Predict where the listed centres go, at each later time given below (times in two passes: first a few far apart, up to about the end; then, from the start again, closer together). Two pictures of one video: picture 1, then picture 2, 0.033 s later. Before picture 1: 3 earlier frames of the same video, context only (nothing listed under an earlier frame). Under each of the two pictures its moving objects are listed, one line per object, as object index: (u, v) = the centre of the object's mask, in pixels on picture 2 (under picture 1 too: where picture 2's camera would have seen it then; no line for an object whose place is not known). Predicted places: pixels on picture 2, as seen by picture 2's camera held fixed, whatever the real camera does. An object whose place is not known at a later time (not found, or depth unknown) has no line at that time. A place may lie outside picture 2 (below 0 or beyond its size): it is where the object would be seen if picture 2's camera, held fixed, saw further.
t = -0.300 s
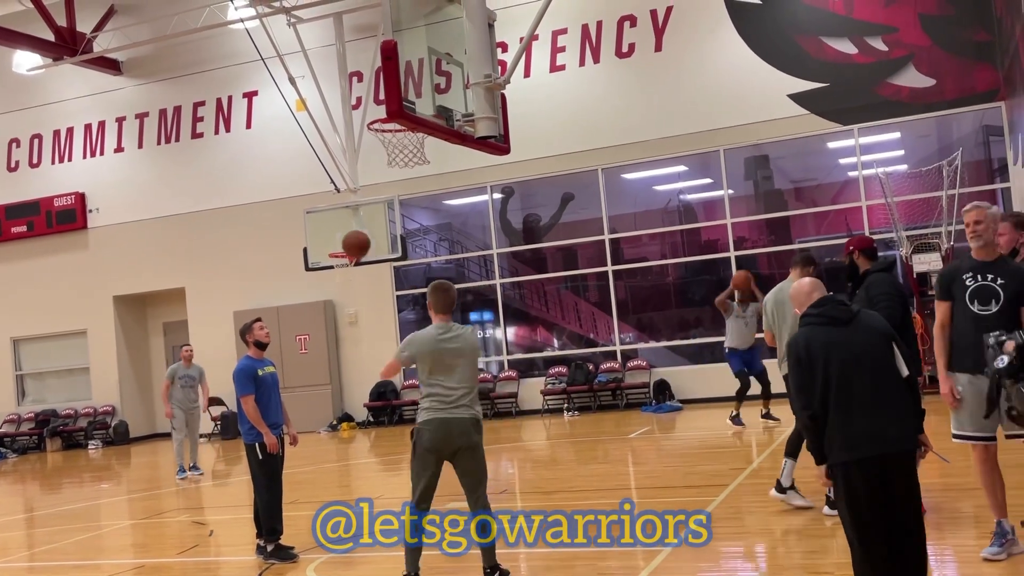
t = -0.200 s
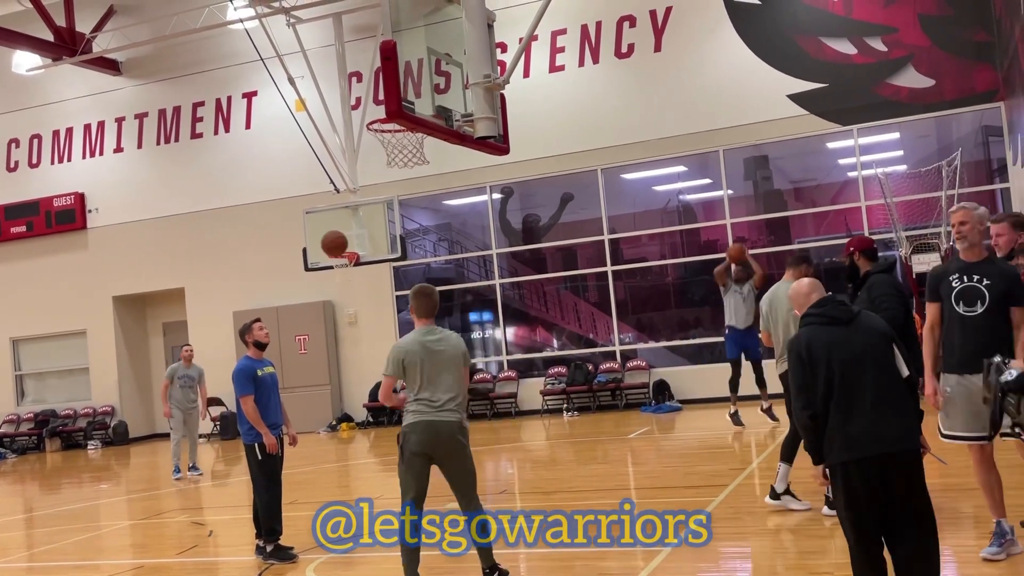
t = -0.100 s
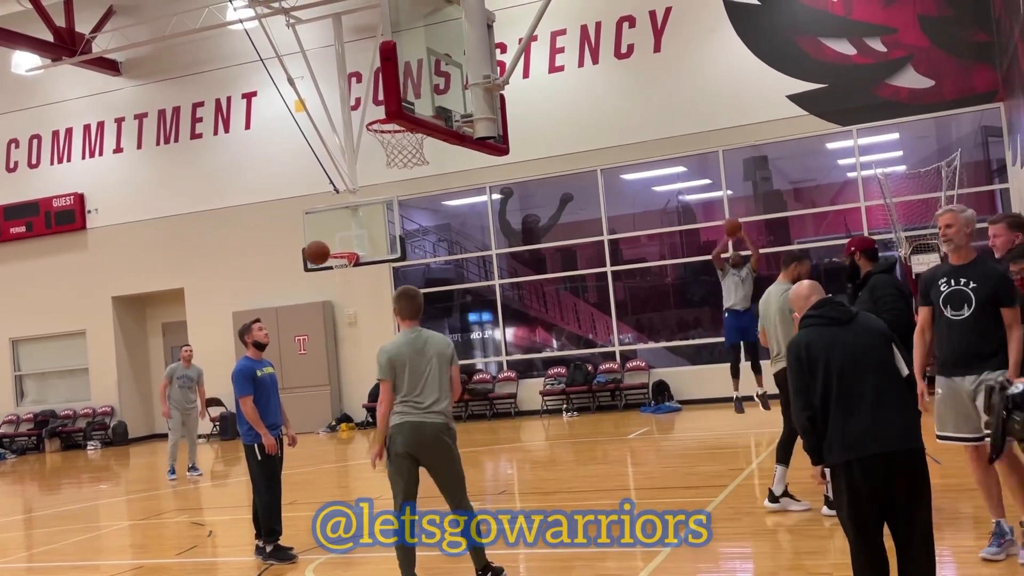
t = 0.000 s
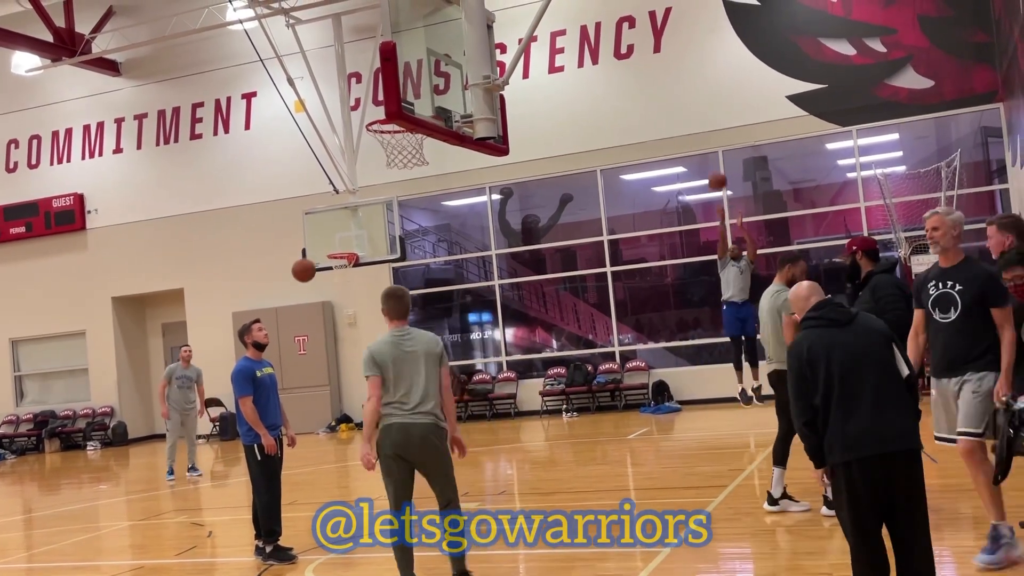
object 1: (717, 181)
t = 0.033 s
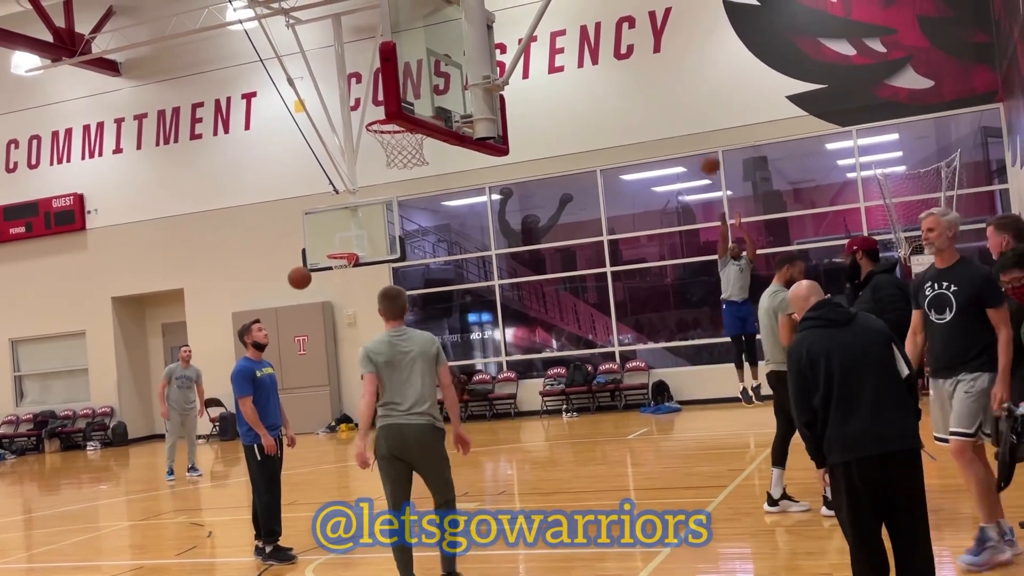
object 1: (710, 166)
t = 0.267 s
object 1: (661, 63)
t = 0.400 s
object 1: (632, 19)
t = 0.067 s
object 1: (703, 148)
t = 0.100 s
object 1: (696, 133)
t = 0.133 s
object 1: (689, 118)
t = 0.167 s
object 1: (682, 103)
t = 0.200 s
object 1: (675, 89)
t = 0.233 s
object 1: (668, 76)
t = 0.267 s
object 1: (661, 63)
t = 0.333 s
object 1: (647, 40)
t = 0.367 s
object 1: (639, 29)
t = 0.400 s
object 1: (632, 19)
